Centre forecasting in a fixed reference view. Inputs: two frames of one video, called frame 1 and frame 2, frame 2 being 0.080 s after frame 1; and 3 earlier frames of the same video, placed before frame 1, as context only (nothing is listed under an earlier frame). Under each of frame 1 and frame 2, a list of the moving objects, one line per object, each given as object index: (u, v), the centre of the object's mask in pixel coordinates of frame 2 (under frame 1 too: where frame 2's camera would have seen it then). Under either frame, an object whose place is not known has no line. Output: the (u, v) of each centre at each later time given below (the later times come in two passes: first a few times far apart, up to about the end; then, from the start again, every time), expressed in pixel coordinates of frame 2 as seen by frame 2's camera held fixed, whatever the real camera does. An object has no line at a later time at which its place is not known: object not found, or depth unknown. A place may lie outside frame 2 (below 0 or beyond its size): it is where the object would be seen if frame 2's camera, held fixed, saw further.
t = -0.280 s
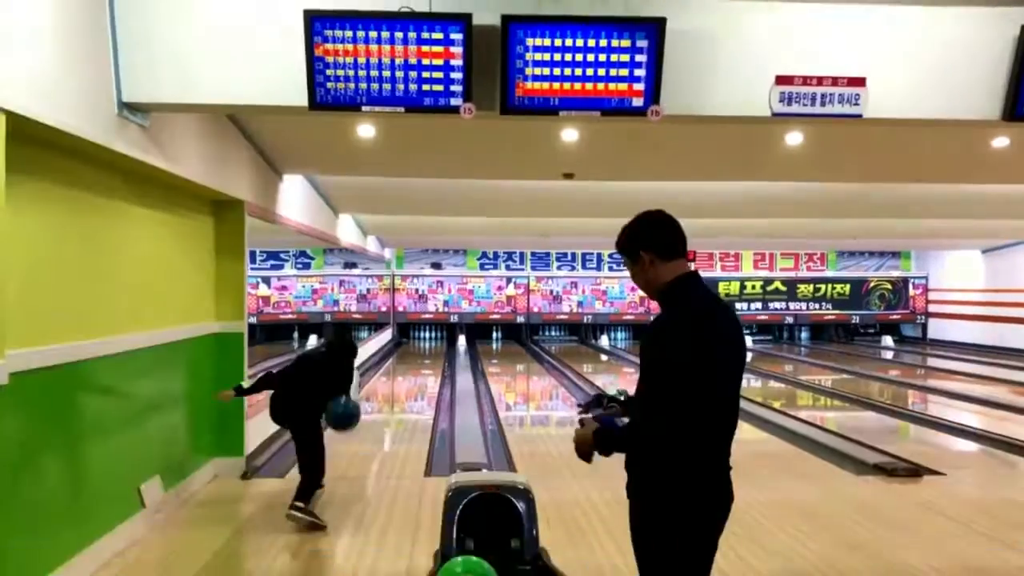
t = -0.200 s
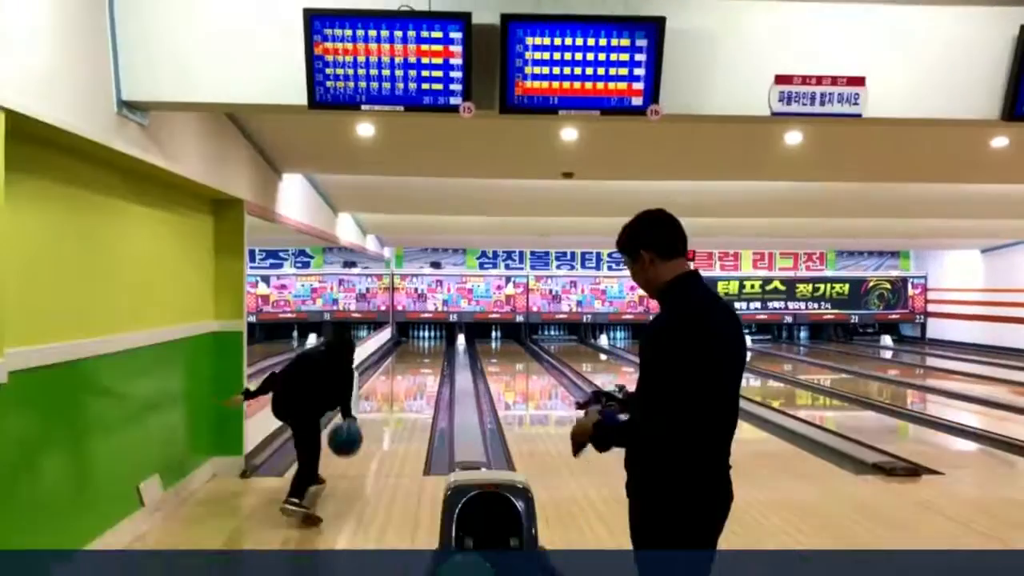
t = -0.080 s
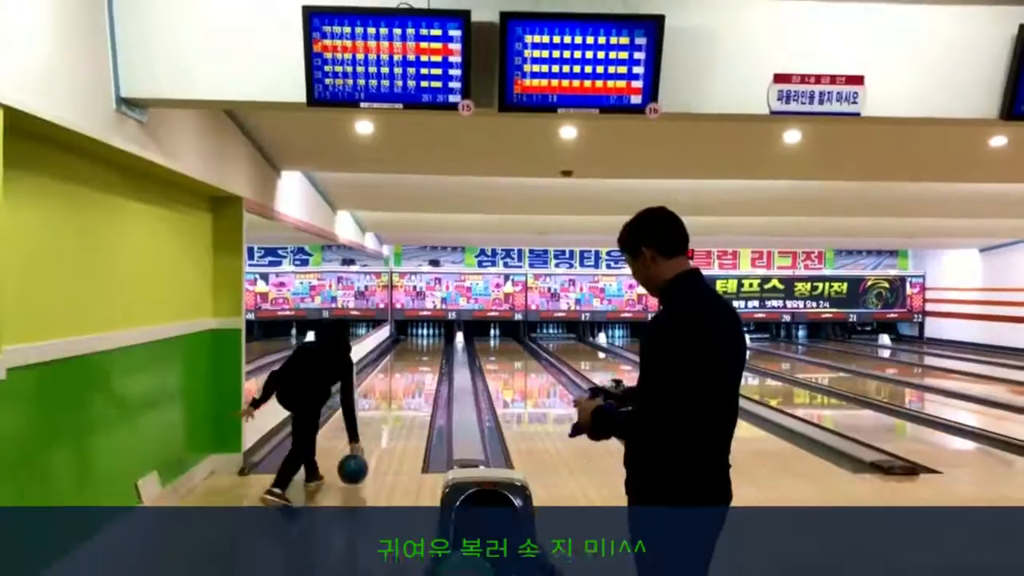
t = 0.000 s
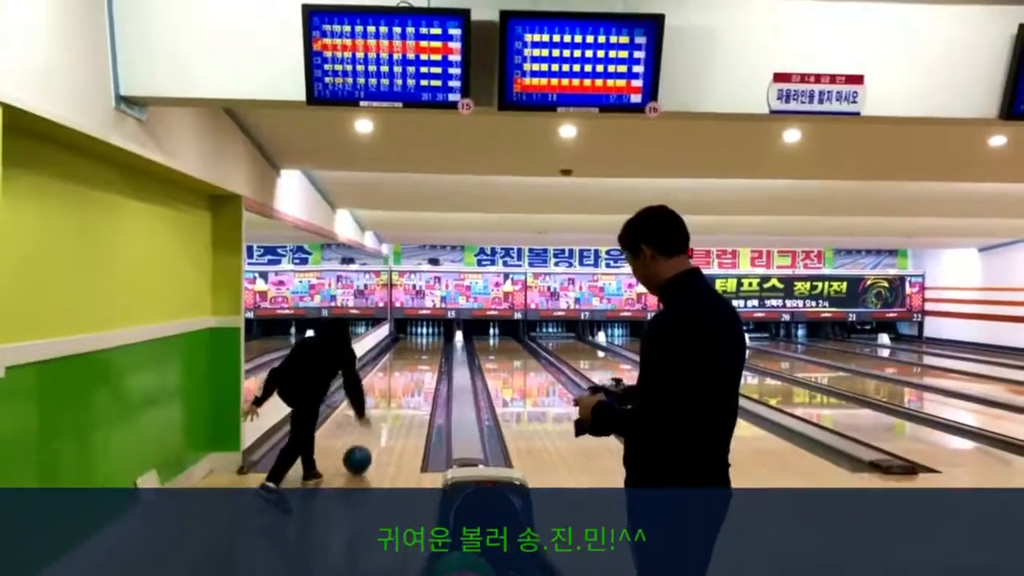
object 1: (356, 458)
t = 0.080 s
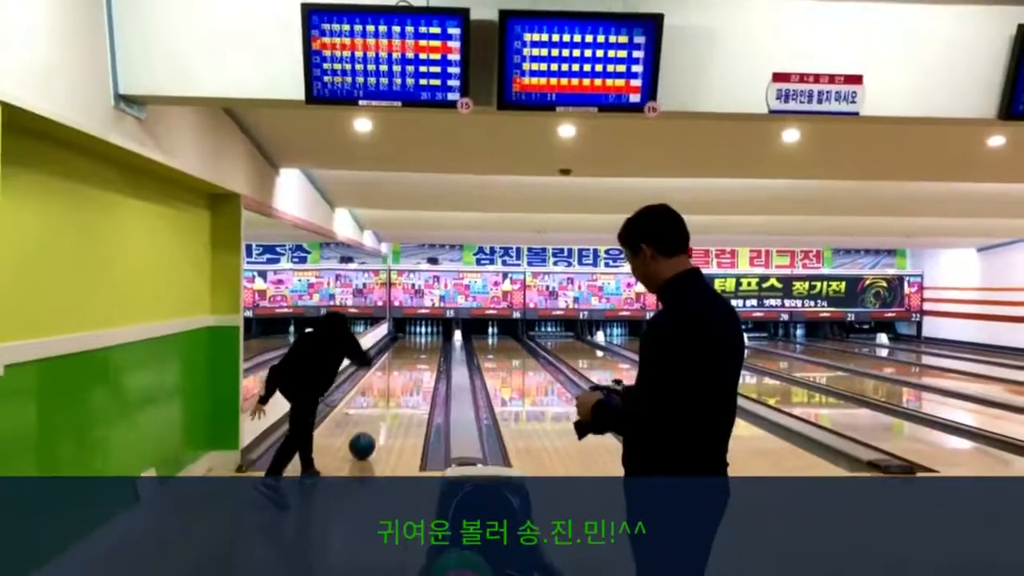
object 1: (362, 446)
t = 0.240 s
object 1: (371, 424)
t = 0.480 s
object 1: (380, 402)
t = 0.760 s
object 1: (387, 383)
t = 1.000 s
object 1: (392, 372)
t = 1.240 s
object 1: (395, 362)
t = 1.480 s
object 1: (397, 354)
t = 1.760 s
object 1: (399, 348)
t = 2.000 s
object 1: (402, 341)
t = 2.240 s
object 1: (403, 339)
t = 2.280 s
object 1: (403, 337)
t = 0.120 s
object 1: (365, 439)
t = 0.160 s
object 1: (367, 434)
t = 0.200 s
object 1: (368, 430)
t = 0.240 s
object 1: (371, 424)
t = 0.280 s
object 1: (372, 420)
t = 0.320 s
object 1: (375, 415)
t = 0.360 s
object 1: (376, 411)
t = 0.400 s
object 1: (377, 408)
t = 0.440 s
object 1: (379, 404)
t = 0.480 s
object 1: (380, 402)
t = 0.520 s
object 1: (381, 398)
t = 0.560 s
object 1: (383, 396)
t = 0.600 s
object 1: (384, 394)
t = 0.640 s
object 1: (385, 391)
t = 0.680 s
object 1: (386, 388)
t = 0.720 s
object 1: (387, 385)
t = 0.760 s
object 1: (387, 383)
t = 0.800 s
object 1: (388, 381)
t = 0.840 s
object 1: (389, 379)
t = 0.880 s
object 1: (390, 377)
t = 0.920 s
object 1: (391, 375)
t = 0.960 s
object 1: (392, 373)
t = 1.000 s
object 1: (392, 372)
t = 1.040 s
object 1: (393, 369)
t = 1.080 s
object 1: (393, 368)
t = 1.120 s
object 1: (395, 365)
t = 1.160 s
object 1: (395, 364)
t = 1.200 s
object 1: (395, 363)
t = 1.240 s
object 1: (395, 362)
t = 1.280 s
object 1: (396, 361)
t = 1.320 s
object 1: (397, 358)
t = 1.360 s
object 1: (397, 357)
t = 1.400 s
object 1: (397, 357)
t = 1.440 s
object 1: (397, 355)
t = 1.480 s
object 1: (397, 354)
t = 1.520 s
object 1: (398, 353)
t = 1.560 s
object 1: (398, 352)
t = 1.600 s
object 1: (398, 351)
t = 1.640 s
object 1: (398, 350)
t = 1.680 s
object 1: (398, 350)
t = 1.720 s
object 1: (399, 349)
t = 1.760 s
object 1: (399, 348)
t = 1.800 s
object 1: (399, 348)
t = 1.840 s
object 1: (400, 345)
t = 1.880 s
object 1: (401, 344)
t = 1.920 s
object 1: (401, 343)
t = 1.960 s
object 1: (401, 343)
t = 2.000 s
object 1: (402, 341)
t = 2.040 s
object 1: (402, 341)
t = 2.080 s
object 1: (402, 340)
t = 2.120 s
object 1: (403, 340)
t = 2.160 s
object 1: (403, 340)
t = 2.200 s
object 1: (403, 339)
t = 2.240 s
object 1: (403, 339)
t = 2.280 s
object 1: (403, 337)
